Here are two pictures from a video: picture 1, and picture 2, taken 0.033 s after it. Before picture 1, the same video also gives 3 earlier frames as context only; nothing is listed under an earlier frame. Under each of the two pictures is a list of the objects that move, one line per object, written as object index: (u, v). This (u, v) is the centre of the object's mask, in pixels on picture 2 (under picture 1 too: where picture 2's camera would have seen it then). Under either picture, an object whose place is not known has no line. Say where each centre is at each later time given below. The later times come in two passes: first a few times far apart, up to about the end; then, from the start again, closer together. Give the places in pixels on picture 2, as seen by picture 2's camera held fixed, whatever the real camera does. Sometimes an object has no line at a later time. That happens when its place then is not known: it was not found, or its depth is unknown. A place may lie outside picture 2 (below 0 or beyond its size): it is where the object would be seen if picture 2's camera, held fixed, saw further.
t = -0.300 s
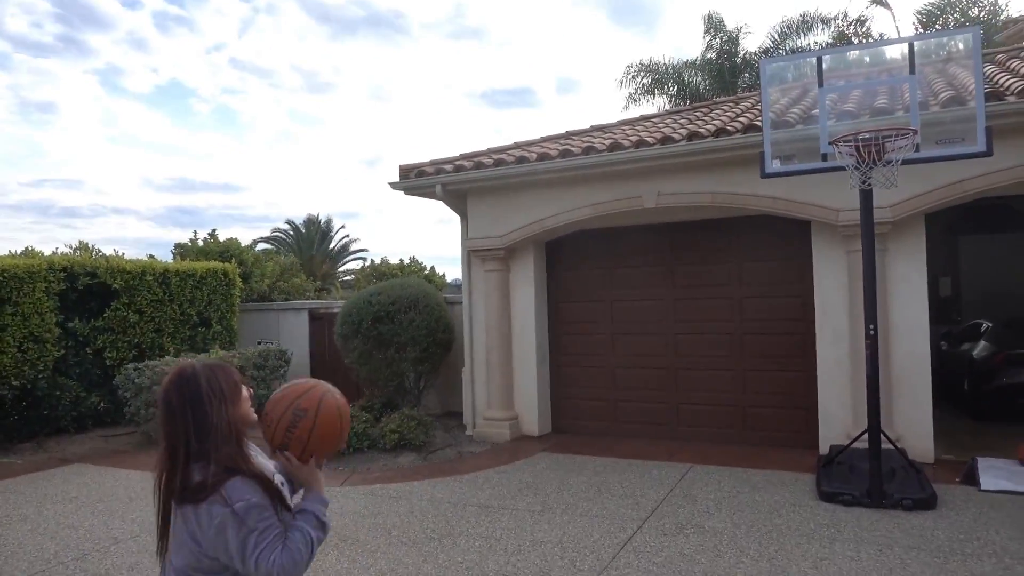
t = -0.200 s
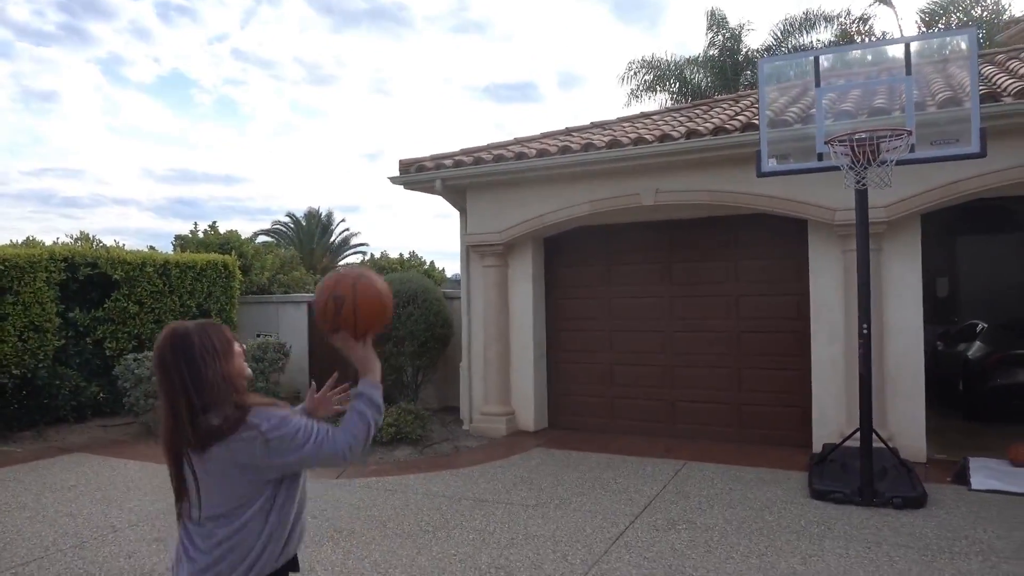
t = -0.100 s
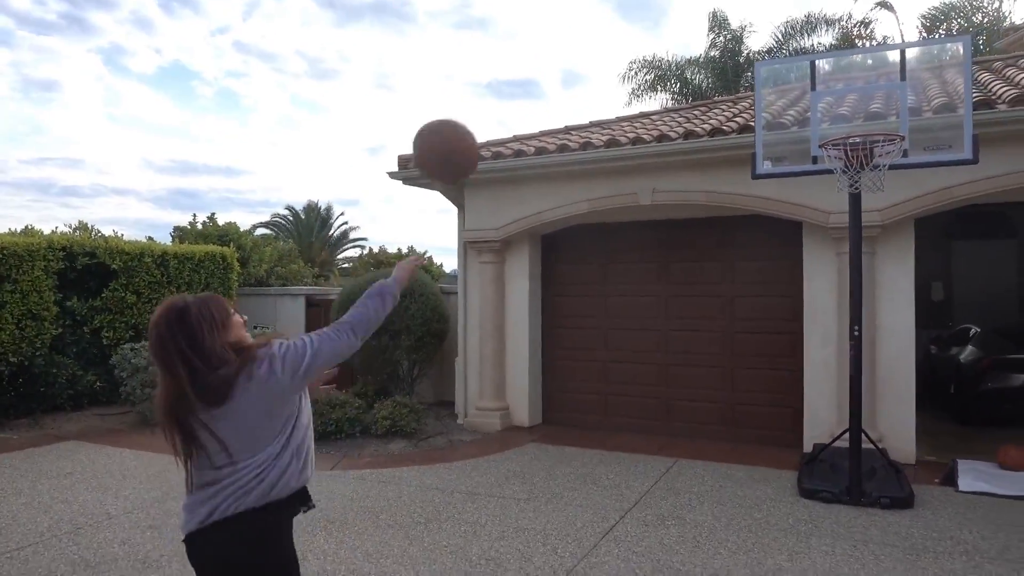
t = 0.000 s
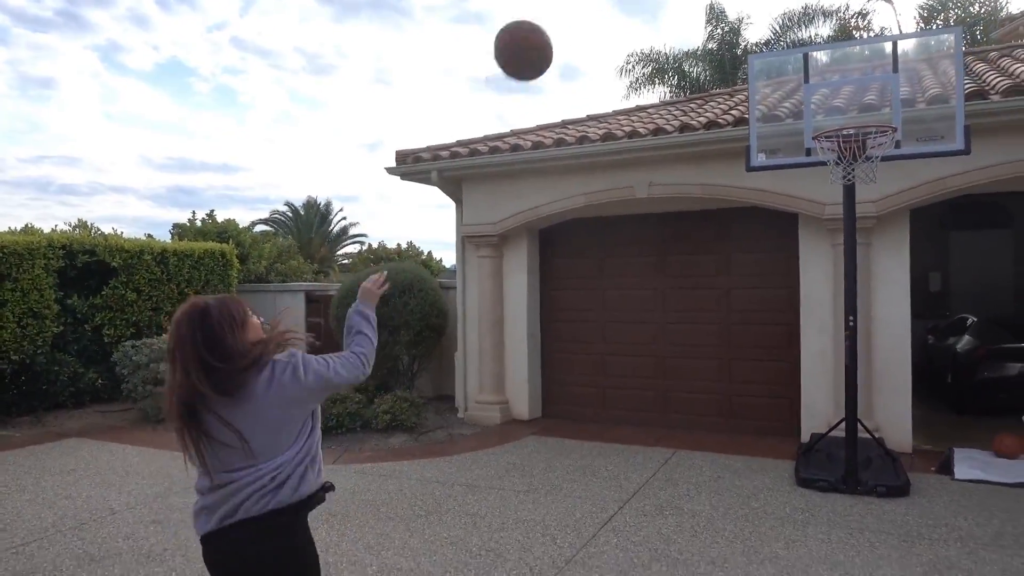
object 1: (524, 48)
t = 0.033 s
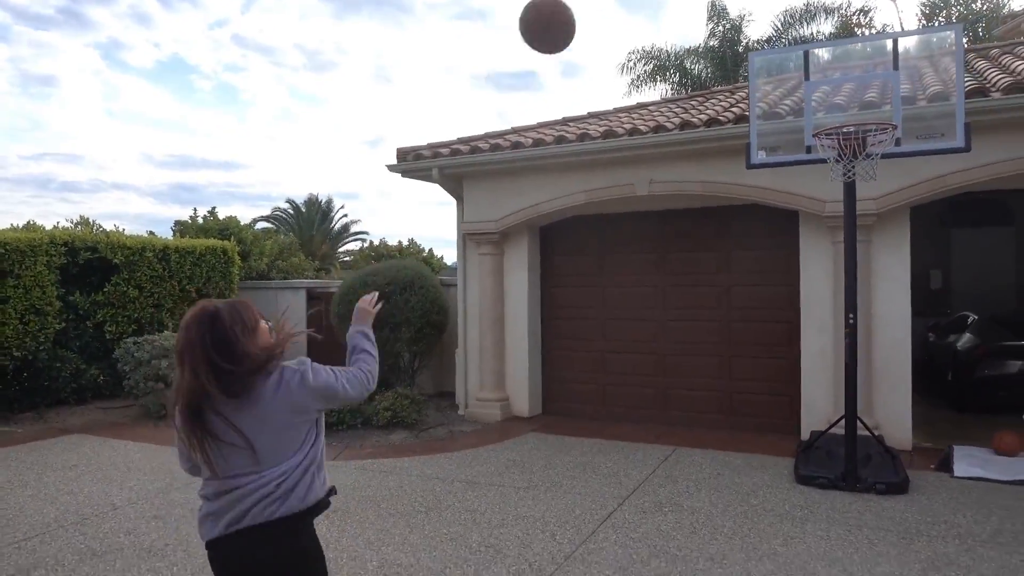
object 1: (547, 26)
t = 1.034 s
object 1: (858, 161)
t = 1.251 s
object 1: (841, 208)
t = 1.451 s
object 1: (827, 311)
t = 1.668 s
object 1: (814, 481)
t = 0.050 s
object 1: (559, 20)
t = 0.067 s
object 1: (572, 16)
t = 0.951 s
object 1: (865, 160)
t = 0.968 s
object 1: (864, 160)
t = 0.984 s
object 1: (863, 159)
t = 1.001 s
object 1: (861, 160)
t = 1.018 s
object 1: (860, 160)
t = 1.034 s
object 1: (858, 161)
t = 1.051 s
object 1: (857, 161)
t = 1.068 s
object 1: (856, 163)
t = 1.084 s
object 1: (855, 165)
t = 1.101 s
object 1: (853, 167)
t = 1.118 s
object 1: (852, 170)
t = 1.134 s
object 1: (851, 173)
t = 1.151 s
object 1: (850, 180)
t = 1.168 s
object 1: (848, 184)
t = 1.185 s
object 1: (846, 187)
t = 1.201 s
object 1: (844, 191)
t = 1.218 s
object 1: (843, 196)
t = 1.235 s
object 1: (842, 202)
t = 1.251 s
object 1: (841, 208)
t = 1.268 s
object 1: (840, 214)
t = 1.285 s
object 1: (839, 221)
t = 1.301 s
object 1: (838, 228)
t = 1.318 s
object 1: (836, 236)
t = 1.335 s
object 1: (836, 245)
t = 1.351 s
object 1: (834, 253)
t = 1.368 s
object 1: (832, 262)
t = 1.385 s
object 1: (831, 271)
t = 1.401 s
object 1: (830, 280)
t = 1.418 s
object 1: (829, 290)
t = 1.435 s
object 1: (828, 300)
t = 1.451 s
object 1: (827, 311)
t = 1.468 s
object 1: (826, 322)
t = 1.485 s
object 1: (824, 333)
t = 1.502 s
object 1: (823, 344)
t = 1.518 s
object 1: (823, 356)
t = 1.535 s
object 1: (822, 368)
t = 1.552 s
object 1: (820, 381)
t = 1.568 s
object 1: (819, 394)
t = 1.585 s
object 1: (818, 408)
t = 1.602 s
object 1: (817, 421)
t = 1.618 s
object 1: (816, 436)
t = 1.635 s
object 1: (816, 450)
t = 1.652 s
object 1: (814, 466)
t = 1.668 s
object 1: (814, 481)
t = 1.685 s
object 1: (812, 498)
